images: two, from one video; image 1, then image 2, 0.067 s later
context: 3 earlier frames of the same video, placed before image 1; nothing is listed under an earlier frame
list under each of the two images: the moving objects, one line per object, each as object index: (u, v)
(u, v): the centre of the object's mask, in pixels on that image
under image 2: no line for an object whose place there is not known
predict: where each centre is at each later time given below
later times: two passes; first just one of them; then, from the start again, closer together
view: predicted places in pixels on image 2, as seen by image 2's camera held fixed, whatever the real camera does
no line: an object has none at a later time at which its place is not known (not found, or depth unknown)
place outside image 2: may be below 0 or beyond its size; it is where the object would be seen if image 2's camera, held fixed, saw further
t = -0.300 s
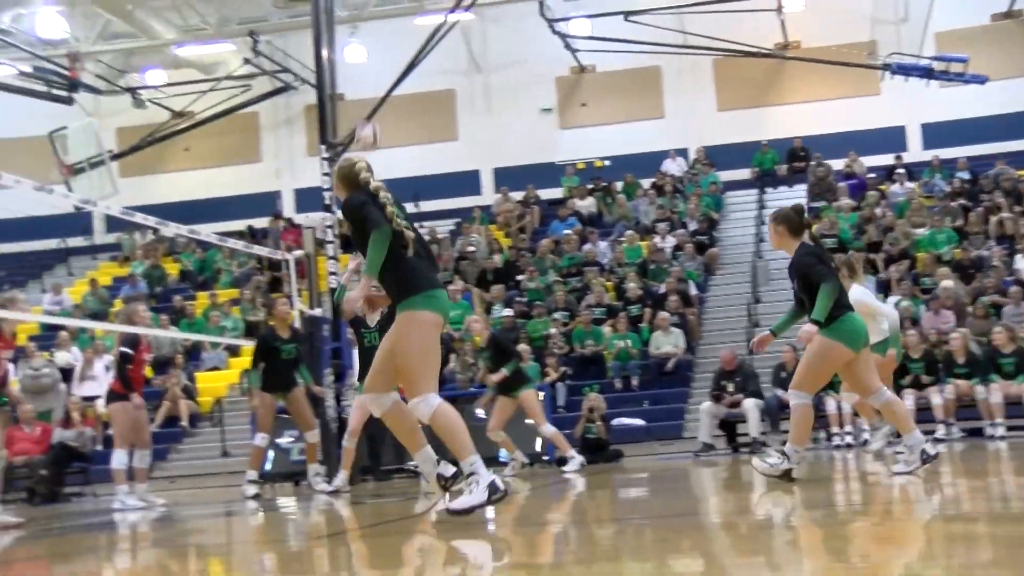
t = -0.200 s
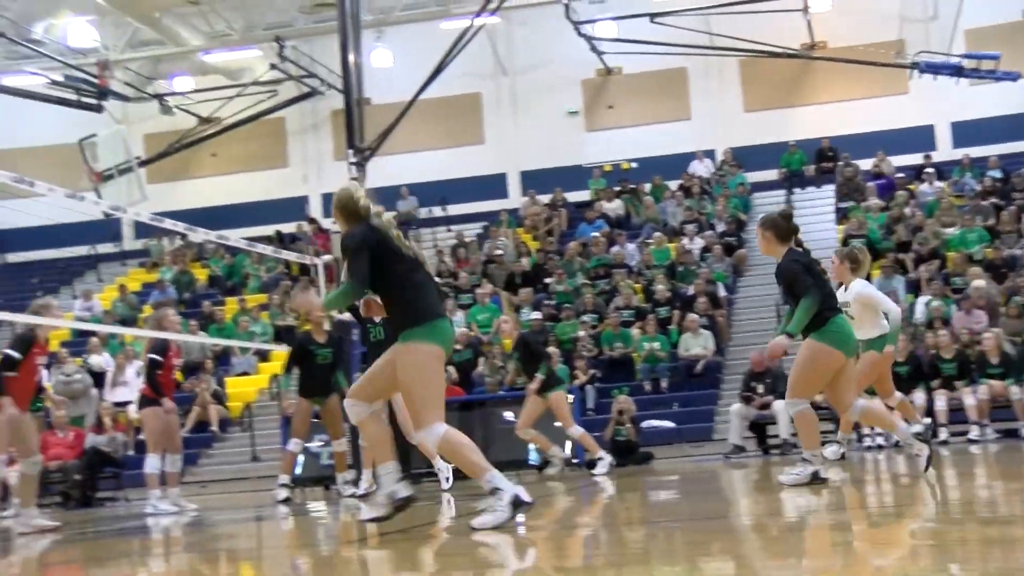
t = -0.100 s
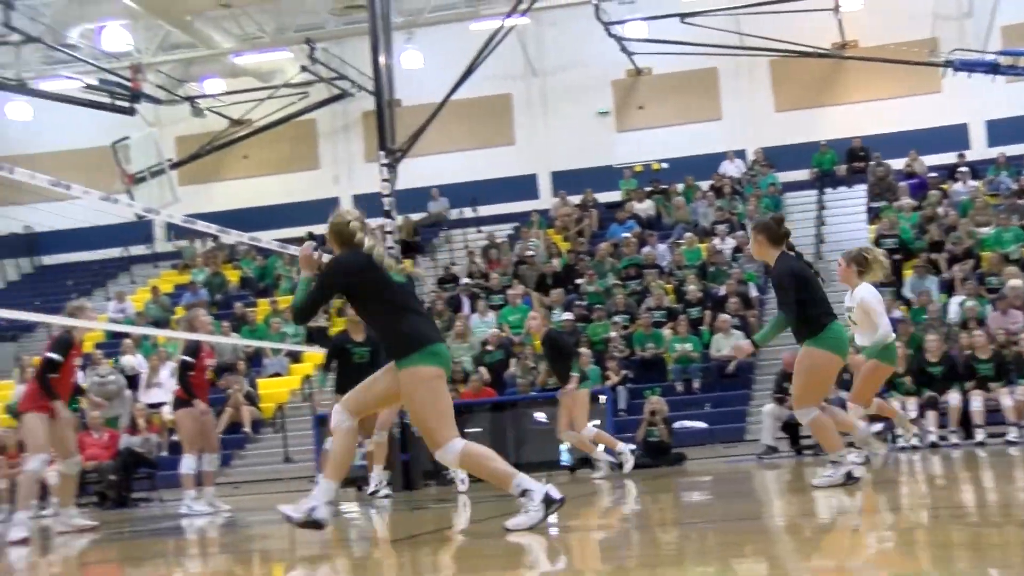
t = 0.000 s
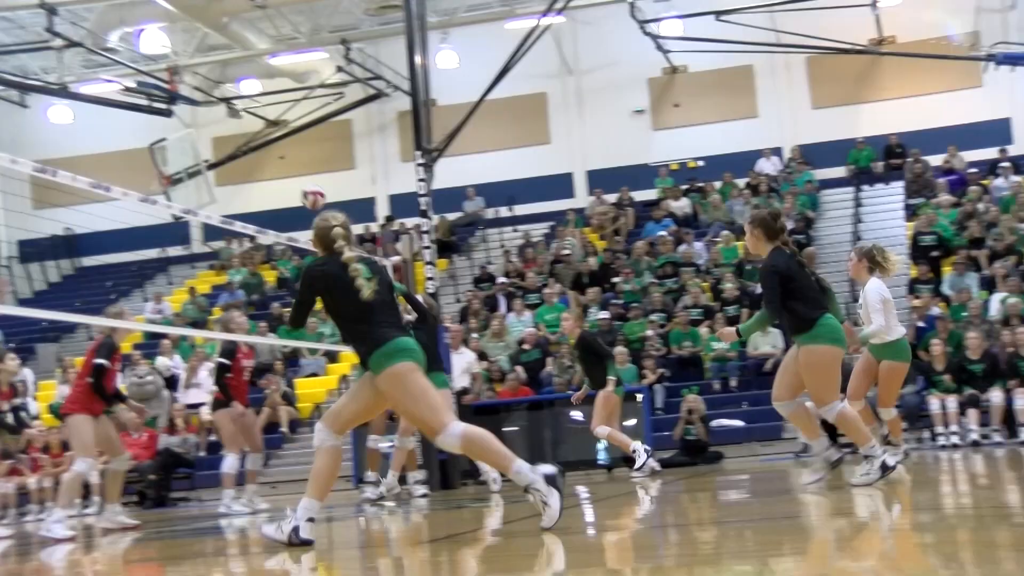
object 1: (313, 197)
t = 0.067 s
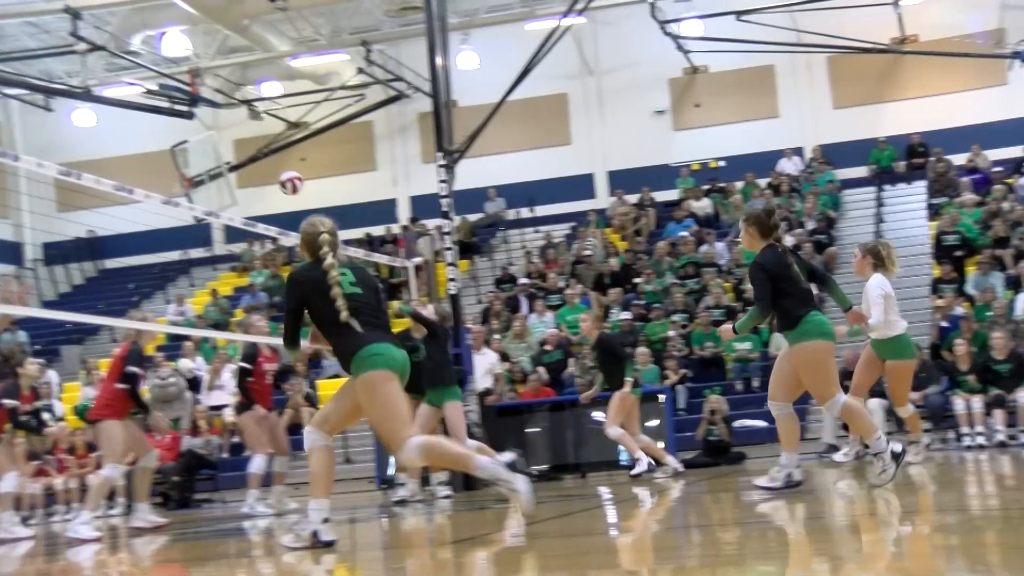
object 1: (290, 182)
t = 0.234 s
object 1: (204, 170)
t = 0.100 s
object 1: (274, 176)
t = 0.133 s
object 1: (258, 173)
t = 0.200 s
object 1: (224, 170)
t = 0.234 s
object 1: (204, 170)
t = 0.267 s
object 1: (187, 171)
